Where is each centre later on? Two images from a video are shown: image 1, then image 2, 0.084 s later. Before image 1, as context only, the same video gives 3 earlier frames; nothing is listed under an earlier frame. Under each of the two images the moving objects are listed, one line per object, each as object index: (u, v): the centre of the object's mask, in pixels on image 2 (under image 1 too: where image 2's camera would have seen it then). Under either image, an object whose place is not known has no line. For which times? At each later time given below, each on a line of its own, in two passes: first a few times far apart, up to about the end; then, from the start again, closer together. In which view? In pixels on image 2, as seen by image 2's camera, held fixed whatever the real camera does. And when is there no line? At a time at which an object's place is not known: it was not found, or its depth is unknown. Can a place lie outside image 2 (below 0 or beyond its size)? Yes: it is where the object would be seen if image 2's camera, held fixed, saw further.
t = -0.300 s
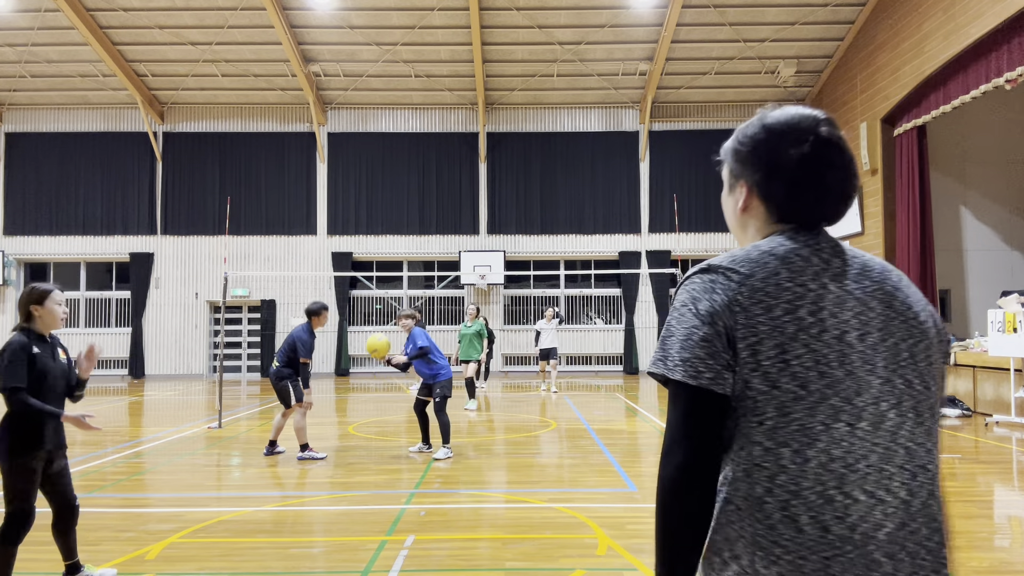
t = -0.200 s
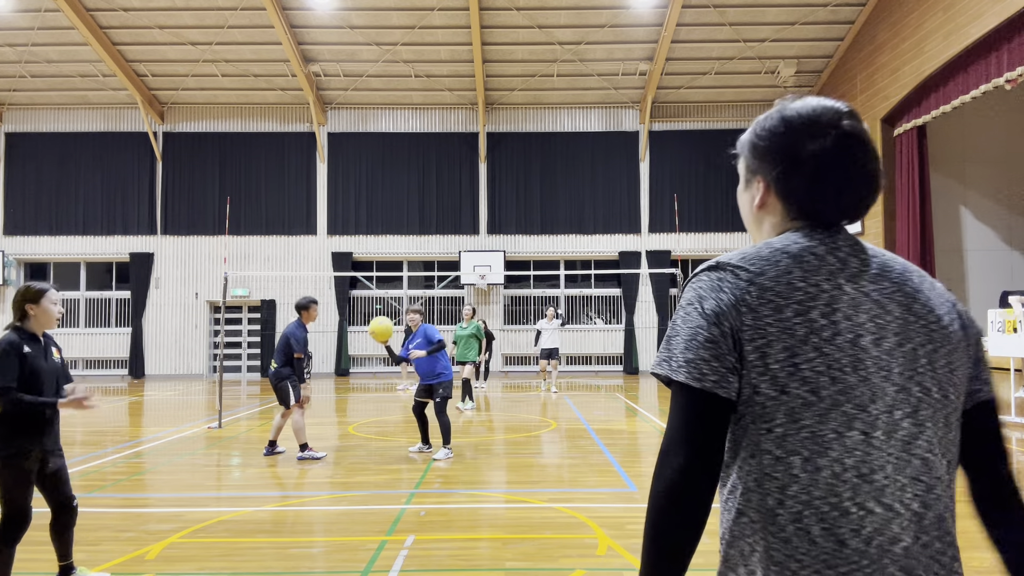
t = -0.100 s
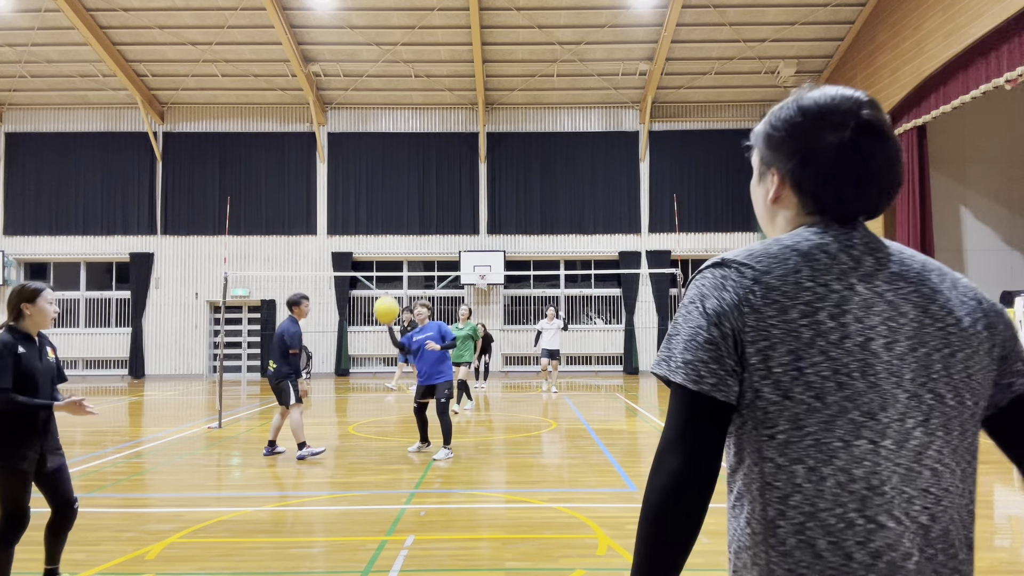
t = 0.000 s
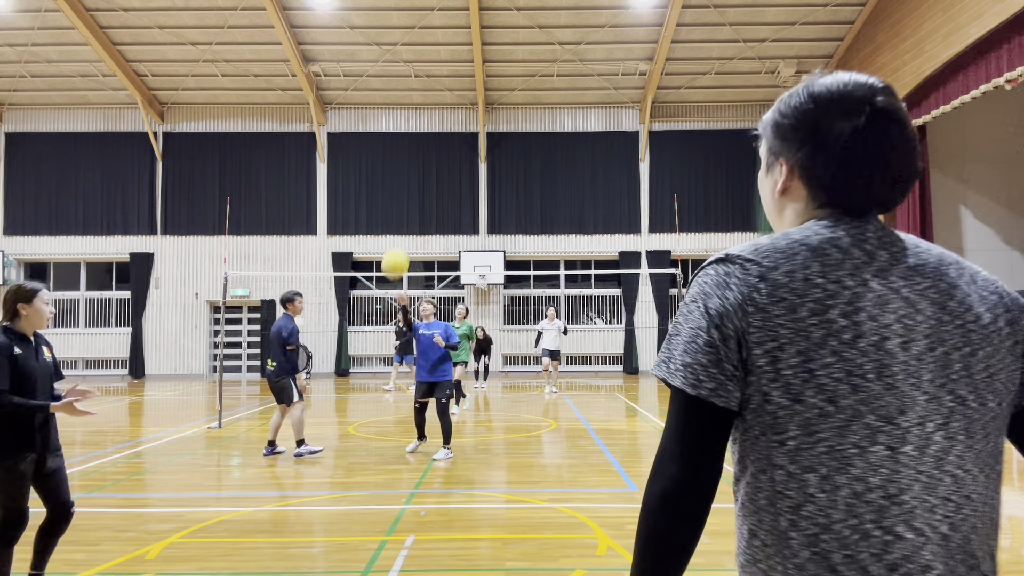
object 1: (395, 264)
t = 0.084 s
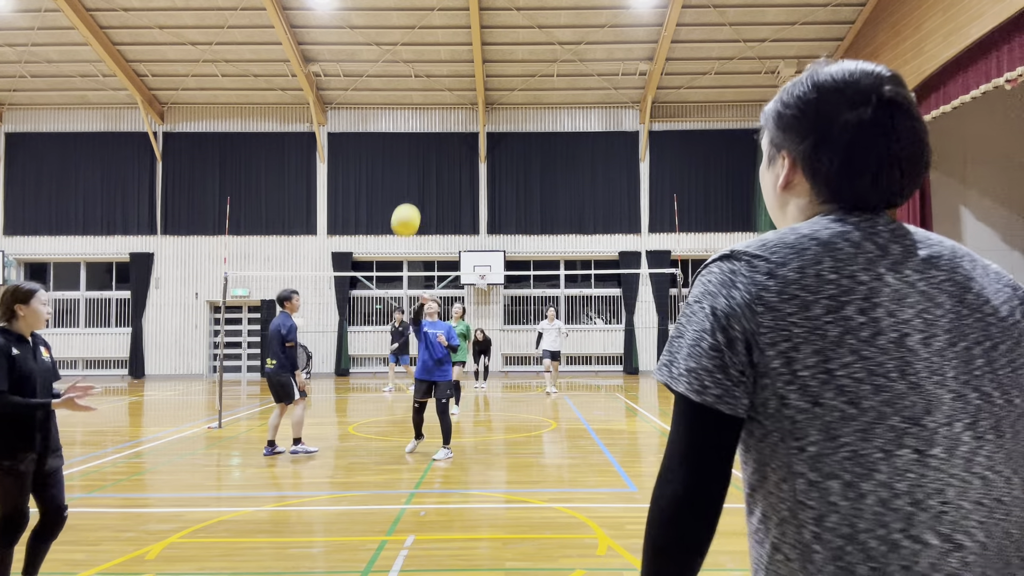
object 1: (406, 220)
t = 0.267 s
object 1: (434, 138)
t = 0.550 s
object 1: (499, 53)
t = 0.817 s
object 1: (607, 84)
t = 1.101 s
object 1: (852, 451)
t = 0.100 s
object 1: (408, 212)
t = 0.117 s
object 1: (410, 204)
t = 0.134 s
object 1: (413, 197)
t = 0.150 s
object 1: (415, 189)
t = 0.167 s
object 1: (418, 181)
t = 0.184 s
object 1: (420, 174)
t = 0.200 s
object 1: (423, 166)
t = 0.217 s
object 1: (425, 159)
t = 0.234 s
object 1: (428, 152)
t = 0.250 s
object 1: (431, 145)
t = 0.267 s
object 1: (434, 138)
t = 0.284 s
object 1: (437, 131)
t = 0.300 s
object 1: (440, 124)
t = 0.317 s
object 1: (444, 117)
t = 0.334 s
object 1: (447, 110)
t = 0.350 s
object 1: (450, 104)
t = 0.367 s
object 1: (454, 98)
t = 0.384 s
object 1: (457, 93)
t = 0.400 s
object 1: (461, 88)
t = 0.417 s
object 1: (464, 83)
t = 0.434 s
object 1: (468, 78)
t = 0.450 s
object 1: (473, 73)
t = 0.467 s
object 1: (476, 69)
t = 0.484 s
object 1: (481, 65)
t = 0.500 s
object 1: (486, 62)
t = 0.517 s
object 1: (490, 58)
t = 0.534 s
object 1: (495, 55)
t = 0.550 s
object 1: (499, 53)
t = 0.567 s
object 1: (505, 51)
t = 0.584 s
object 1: (510, 49)
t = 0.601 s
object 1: (516, 47)
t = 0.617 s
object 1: (521, 47)
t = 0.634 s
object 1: (527, 46)
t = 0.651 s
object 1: (533, 46)
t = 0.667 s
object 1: (539, 47)
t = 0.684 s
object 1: (545, 48)
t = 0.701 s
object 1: (552, 50)
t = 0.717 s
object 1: (558, 52)
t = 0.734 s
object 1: (566, 56)
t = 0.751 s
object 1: (573, 60)
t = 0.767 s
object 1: (581, 65)
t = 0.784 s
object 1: (589, 71)
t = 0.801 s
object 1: (597, 77)
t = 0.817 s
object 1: (607, 84)
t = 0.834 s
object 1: (616, 92)
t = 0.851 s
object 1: (625, 103)
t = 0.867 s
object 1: (637, 114)
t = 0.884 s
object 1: (649, 127)
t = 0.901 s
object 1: (660, 141)
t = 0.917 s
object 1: (672, 155)
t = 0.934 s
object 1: (685, 172)
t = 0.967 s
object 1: (708, 203)
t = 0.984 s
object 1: (724, 230)
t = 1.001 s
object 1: (739, 249)
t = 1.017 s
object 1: (753, 276)
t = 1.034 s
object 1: (772, 304)
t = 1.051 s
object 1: (791, 337)
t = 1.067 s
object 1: (809, 371)
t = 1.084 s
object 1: (831, 408)
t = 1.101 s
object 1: (852, 451)
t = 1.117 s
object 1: (877, 498)
